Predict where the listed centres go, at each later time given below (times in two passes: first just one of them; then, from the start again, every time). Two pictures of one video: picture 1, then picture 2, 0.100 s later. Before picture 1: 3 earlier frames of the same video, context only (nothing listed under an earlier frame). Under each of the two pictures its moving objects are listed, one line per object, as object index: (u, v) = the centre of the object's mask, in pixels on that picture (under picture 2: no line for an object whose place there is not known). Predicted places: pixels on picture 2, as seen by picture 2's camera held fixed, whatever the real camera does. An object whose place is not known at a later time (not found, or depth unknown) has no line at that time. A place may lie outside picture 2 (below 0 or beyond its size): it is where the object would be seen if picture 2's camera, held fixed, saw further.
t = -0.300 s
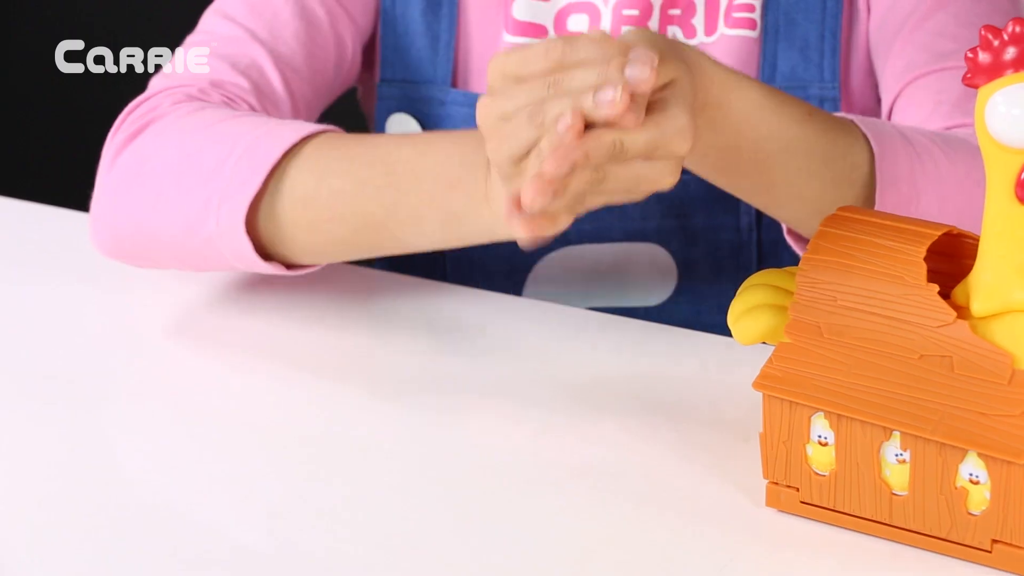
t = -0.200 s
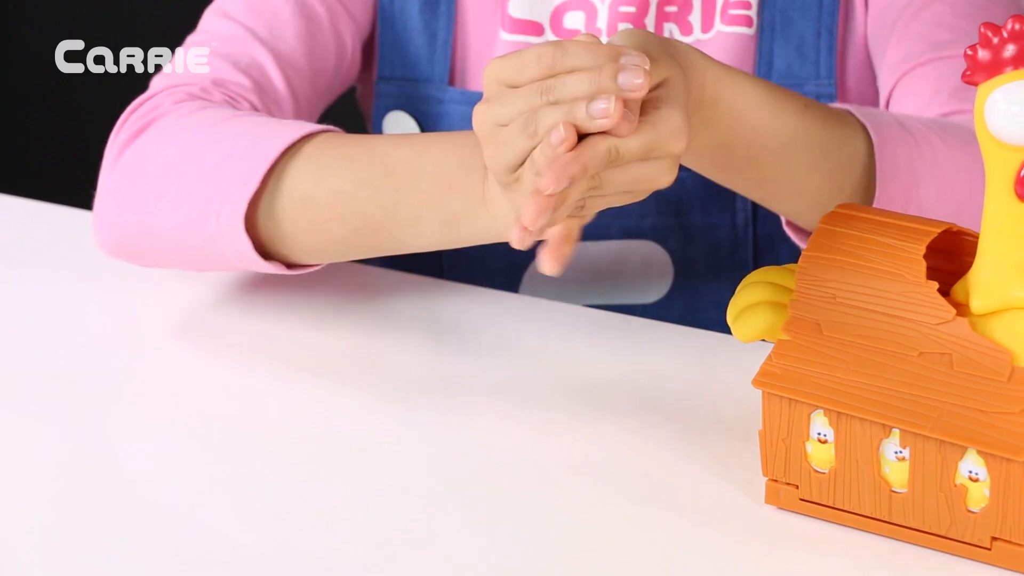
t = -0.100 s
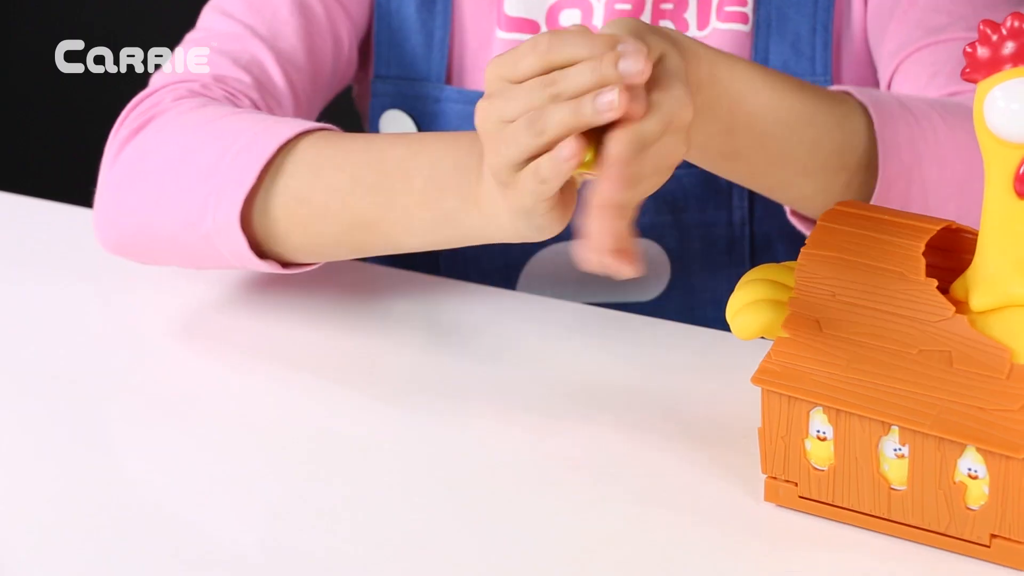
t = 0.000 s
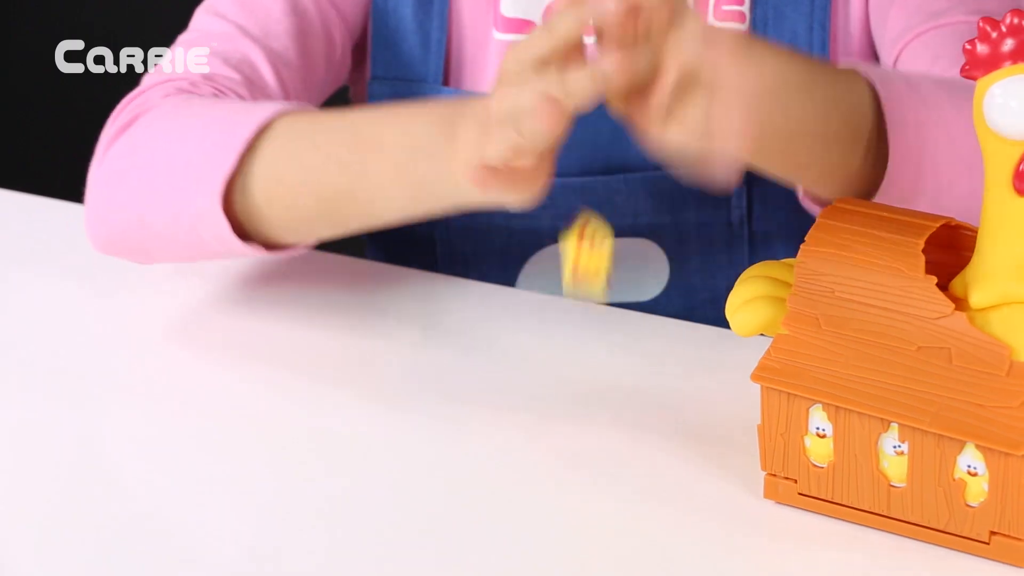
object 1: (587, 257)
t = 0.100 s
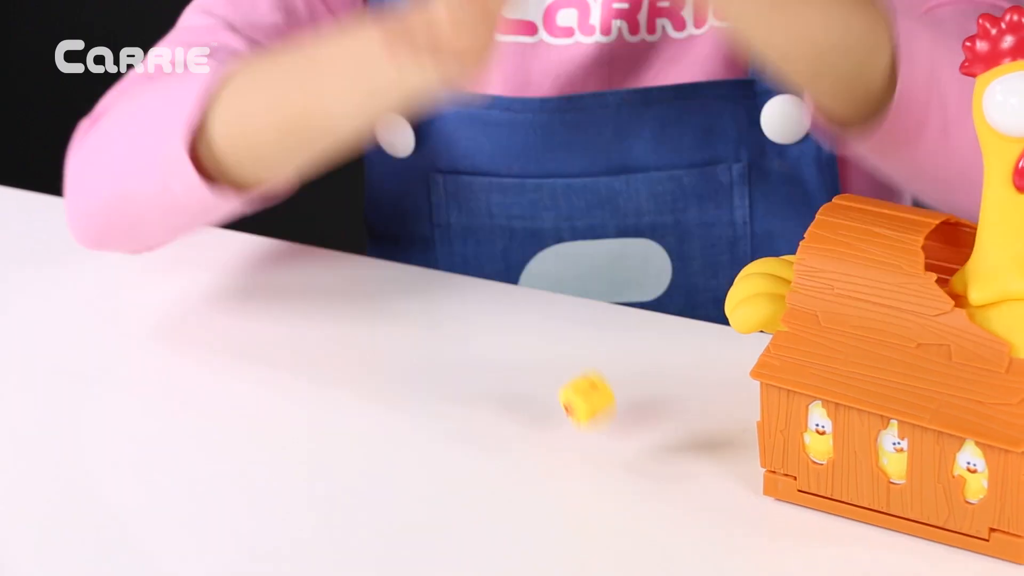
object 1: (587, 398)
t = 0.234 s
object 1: (566, 423)
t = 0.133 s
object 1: (581, 388)
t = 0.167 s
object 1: (574, 396)
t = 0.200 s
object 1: (569, 425)
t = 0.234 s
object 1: (566, 423)
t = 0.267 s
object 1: (564, 424)
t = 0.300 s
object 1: (564, 425)
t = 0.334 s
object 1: (567, 426)
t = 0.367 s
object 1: (569, 424)
